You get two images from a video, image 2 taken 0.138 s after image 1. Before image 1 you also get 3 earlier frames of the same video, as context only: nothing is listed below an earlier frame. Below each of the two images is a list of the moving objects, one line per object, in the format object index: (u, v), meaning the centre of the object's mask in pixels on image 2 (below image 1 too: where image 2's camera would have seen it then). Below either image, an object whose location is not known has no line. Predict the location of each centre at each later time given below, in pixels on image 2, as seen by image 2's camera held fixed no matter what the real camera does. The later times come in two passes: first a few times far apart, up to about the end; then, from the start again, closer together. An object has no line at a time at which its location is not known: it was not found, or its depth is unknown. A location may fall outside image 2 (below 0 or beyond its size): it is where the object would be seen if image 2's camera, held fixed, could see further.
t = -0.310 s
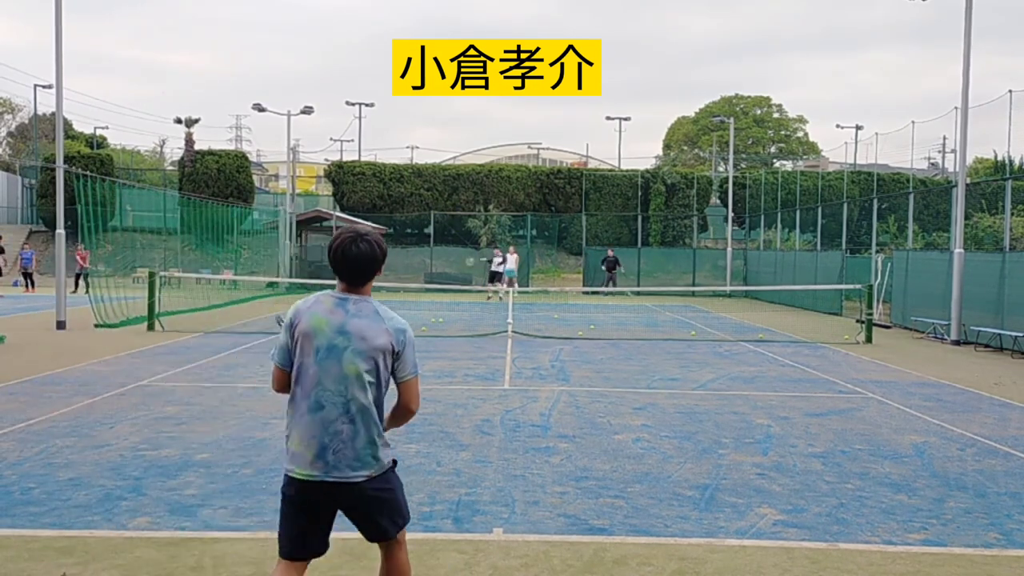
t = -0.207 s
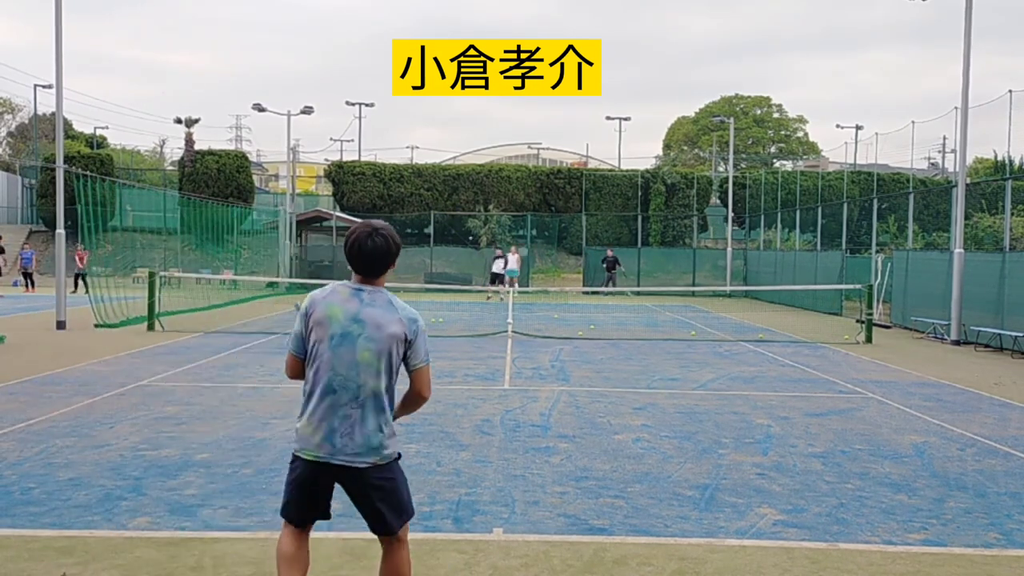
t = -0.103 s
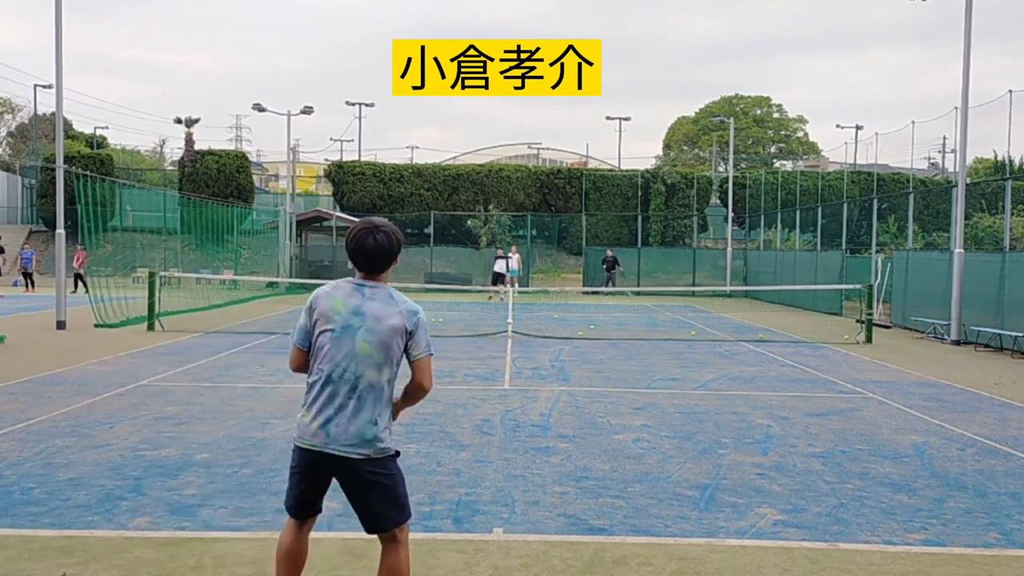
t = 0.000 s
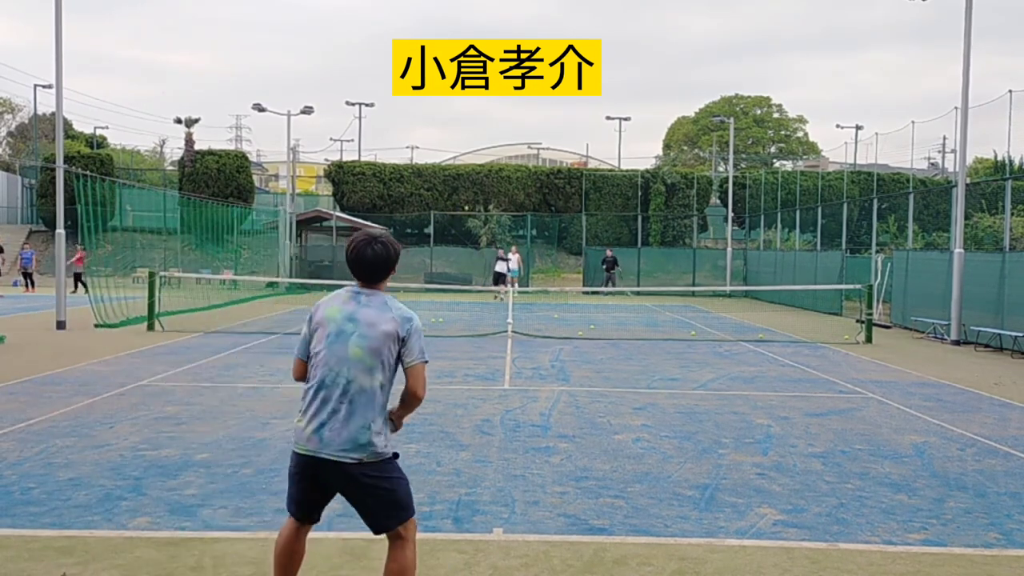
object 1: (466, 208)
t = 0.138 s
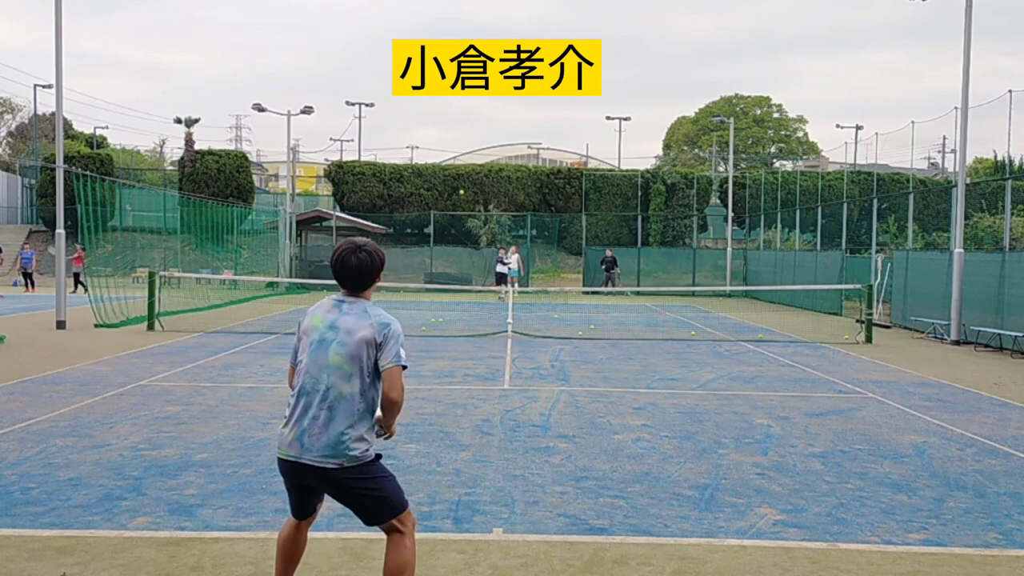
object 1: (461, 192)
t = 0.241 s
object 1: (456, 183)
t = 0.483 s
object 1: (434, 187)
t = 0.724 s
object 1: (365, 290)
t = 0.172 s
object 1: (460, 189)
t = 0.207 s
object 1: (458, 186)
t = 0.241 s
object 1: (456, 183)
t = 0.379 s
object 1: (446, 181)
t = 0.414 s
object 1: (442, 182)
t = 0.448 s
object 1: (438, 184)
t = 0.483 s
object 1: (434, 187)
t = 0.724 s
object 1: (365, 290)
